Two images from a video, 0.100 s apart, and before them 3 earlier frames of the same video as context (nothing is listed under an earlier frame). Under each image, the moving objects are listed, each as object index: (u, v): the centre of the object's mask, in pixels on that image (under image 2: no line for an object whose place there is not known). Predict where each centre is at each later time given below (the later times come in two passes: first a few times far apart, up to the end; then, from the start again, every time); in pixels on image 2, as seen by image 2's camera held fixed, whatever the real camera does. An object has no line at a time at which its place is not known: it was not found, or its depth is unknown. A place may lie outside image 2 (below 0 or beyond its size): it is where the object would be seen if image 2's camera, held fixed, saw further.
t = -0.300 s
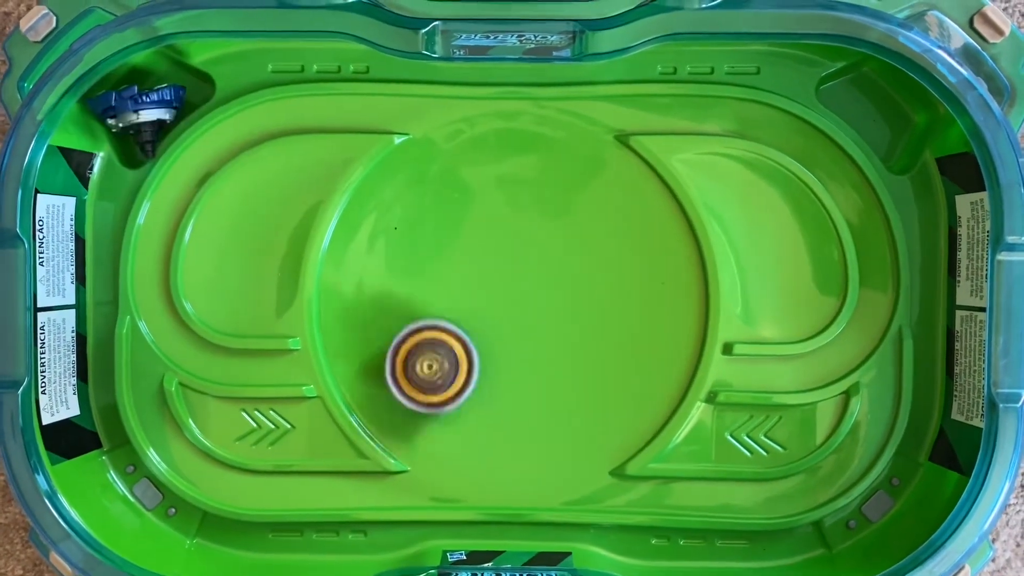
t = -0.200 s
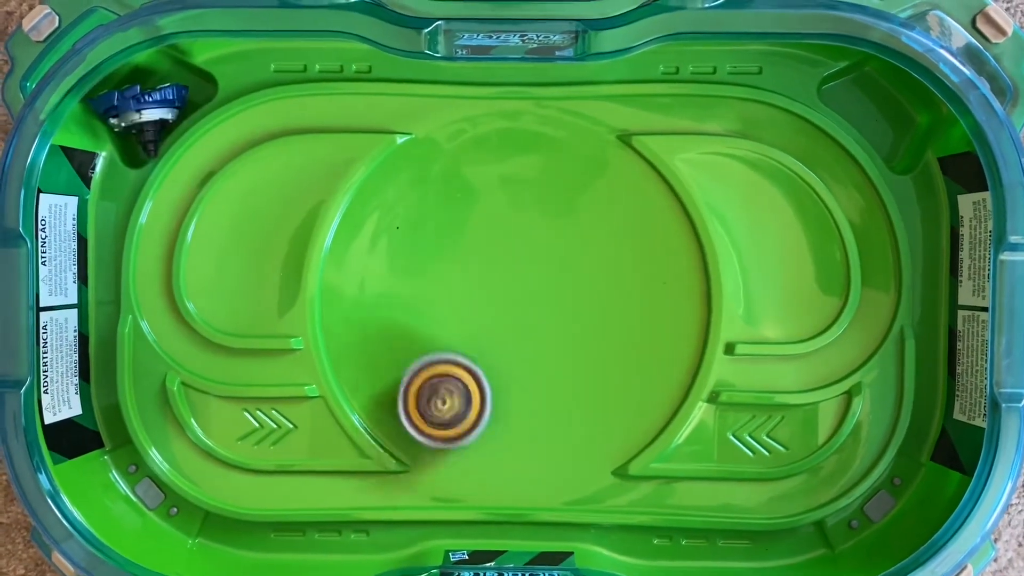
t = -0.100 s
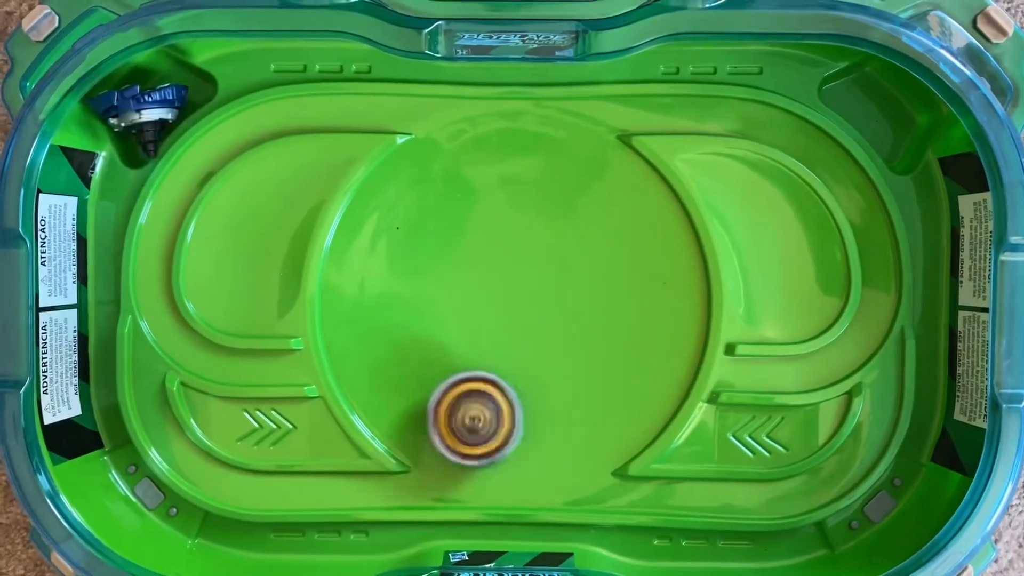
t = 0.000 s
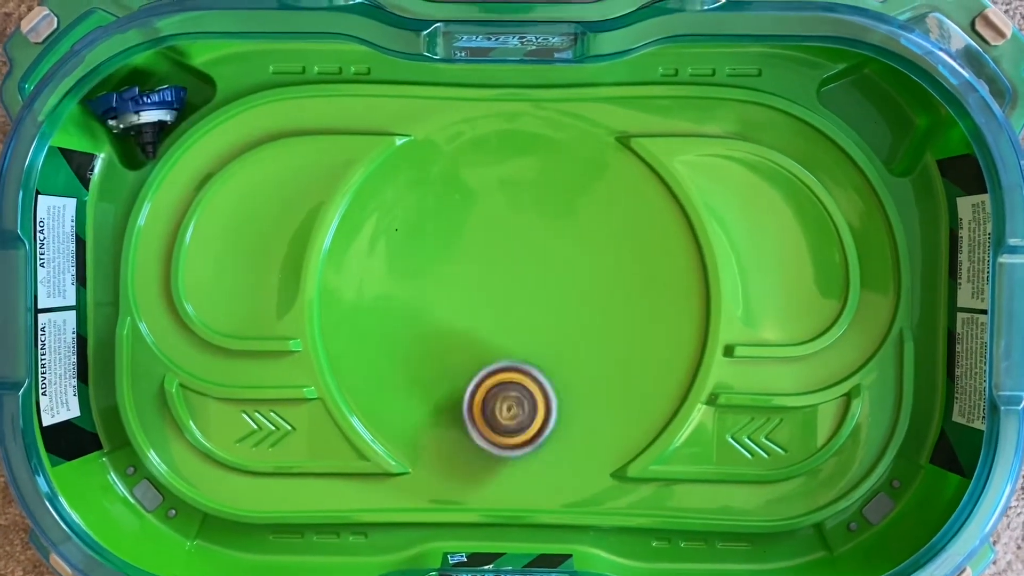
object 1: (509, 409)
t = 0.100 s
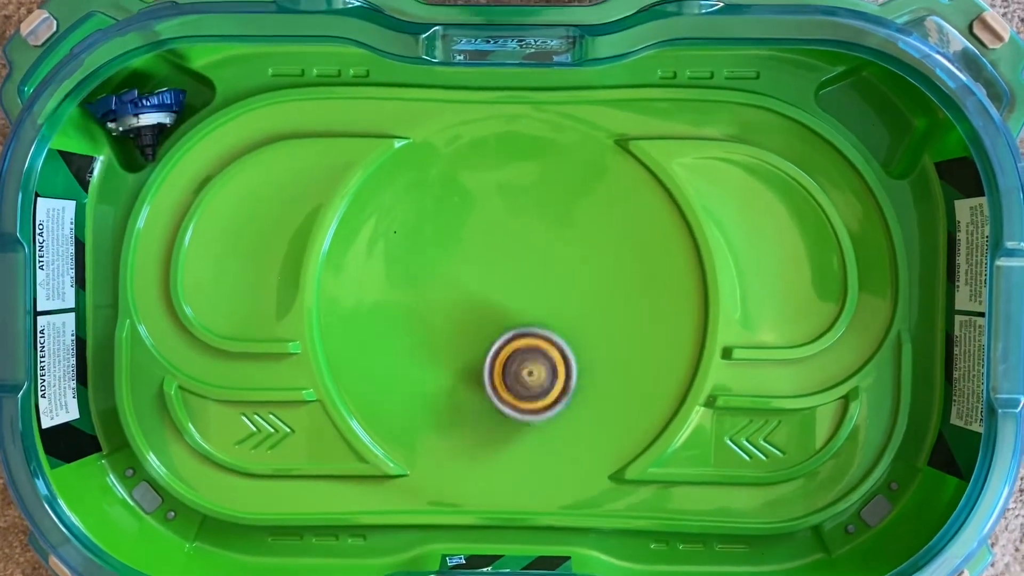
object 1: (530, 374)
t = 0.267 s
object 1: (515, 307)
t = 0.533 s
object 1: (432, 251)
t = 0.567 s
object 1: (420, 253)
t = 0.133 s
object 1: (531, 360)
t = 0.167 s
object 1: (530, 346)
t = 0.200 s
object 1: (527, 332)
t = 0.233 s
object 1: (521, 319)
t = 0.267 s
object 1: (515, 307)
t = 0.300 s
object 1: (508, 296)
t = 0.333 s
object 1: (499, 285)
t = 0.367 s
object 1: (490, 275)
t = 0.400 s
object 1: (480, 265)
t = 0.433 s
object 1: (469, 258)
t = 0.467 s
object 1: (458, 254)
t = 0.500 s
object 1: (445, 252)
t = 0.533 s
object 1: (432, 251)
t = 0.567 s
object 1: (420, 253)
